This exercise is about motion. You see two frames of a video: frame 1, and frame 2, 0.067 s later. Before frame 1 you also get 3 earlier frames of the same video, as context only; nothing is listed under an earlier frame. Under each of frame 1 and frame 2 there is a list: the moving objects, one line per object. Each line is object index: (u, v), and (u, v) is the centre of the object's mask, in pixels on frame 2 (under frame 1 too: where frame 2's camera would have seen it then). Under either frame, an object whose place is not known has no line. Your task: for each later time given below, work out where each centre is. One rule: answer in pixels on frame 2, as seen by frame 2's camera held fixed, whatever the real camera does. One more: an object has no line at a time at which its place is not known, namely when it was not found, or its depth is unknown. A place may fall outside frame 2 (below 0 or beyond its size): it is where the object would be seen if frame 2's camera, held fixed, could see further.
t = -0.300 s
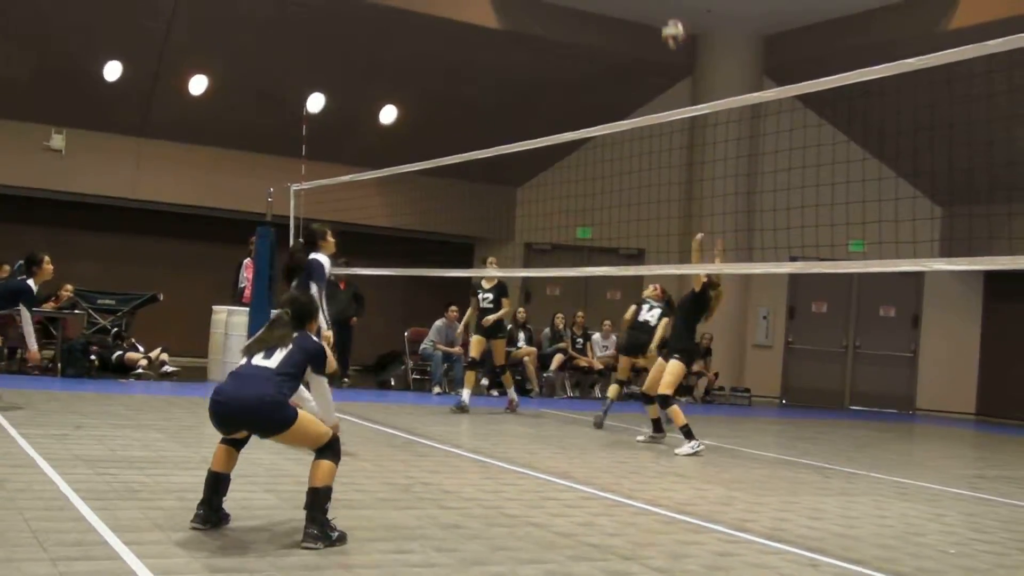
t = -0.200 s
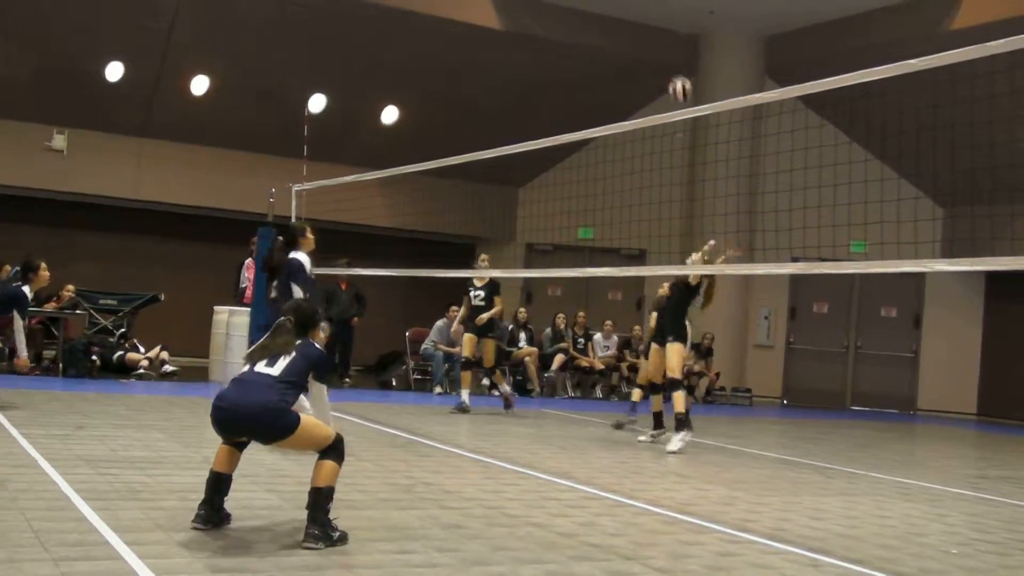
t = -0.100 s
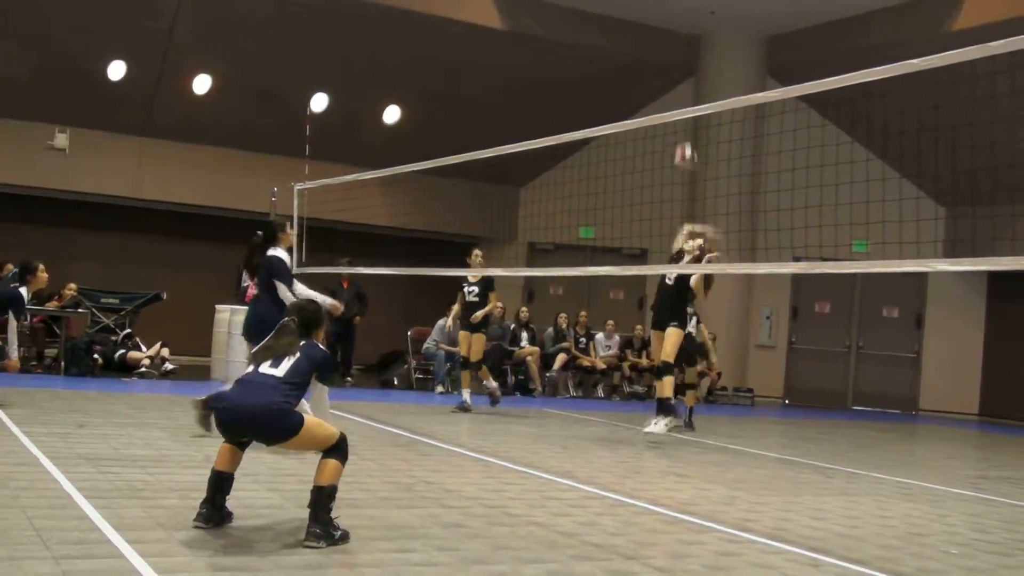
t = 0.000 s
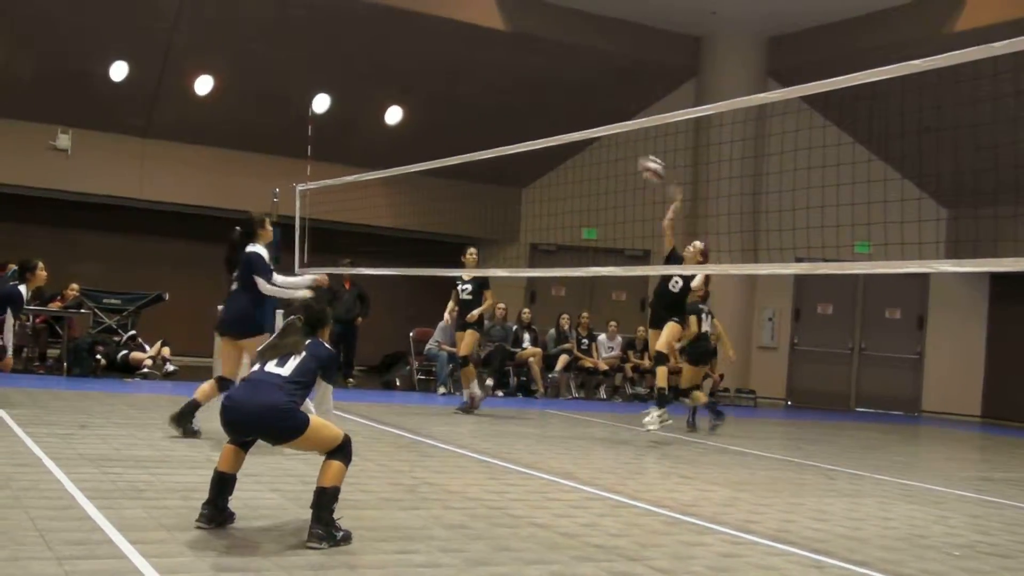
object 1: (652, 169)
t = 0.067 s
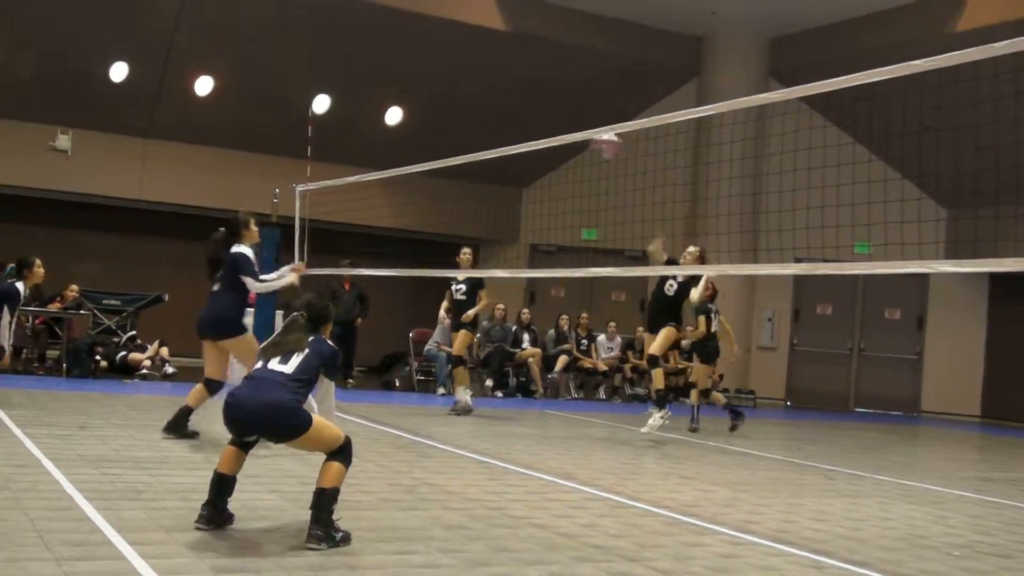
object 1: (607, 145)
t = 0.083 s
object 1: (595, 138)
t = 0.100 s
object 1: (576, 125)
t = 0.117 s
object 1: (564, 123)
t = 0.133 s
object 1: (551, 120)
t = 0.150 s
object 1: (537, 115)
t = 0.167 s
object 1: (523, 110)
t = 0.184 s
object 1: (507, 105)
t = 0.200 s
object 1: (494, 102)
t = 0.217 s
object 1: (479, 98)
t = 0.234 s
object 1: (463, 95)
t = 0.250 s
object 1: (447, 92)
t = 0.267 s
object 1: (429, 89)
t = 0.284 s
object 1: (412, 87)
